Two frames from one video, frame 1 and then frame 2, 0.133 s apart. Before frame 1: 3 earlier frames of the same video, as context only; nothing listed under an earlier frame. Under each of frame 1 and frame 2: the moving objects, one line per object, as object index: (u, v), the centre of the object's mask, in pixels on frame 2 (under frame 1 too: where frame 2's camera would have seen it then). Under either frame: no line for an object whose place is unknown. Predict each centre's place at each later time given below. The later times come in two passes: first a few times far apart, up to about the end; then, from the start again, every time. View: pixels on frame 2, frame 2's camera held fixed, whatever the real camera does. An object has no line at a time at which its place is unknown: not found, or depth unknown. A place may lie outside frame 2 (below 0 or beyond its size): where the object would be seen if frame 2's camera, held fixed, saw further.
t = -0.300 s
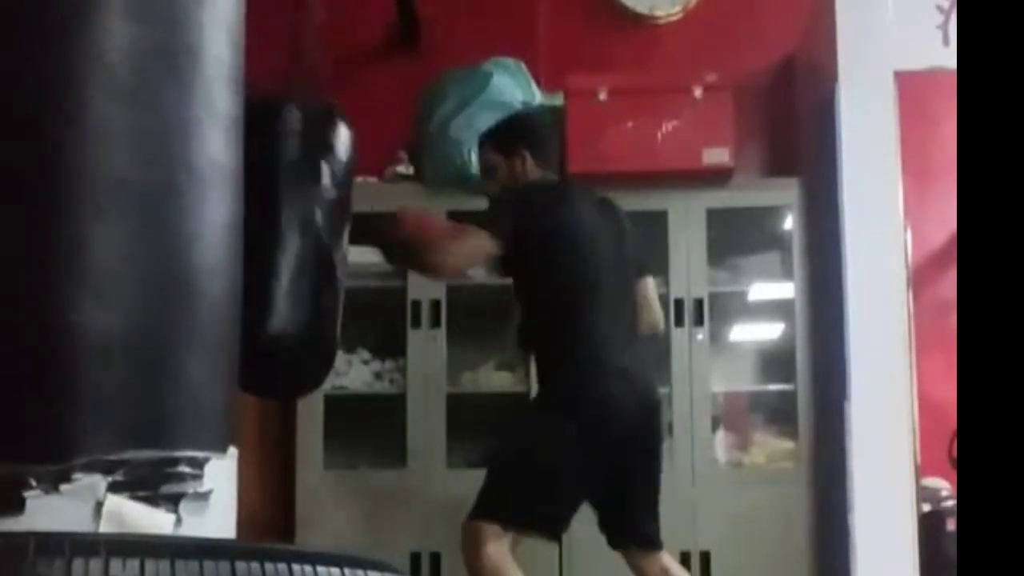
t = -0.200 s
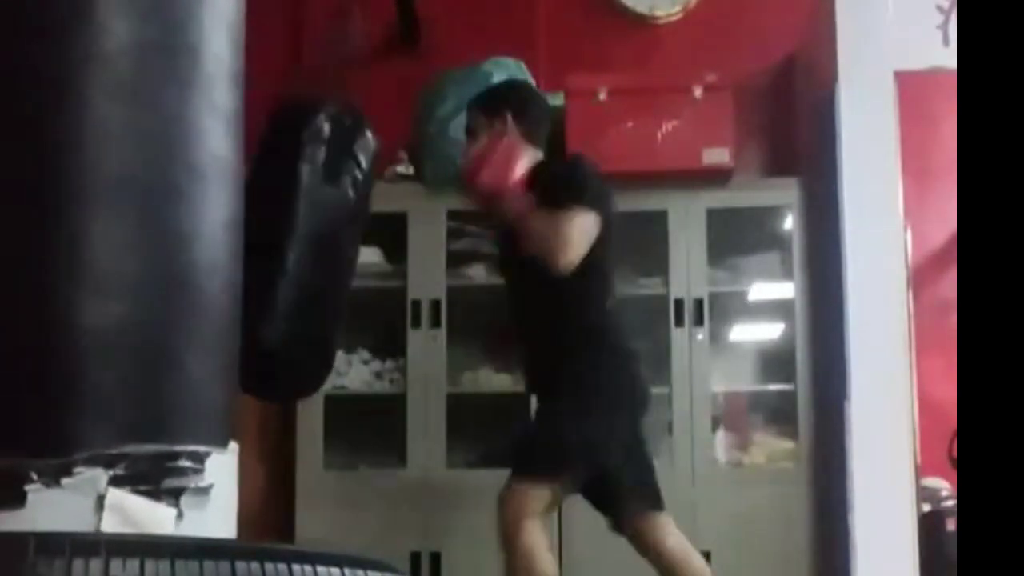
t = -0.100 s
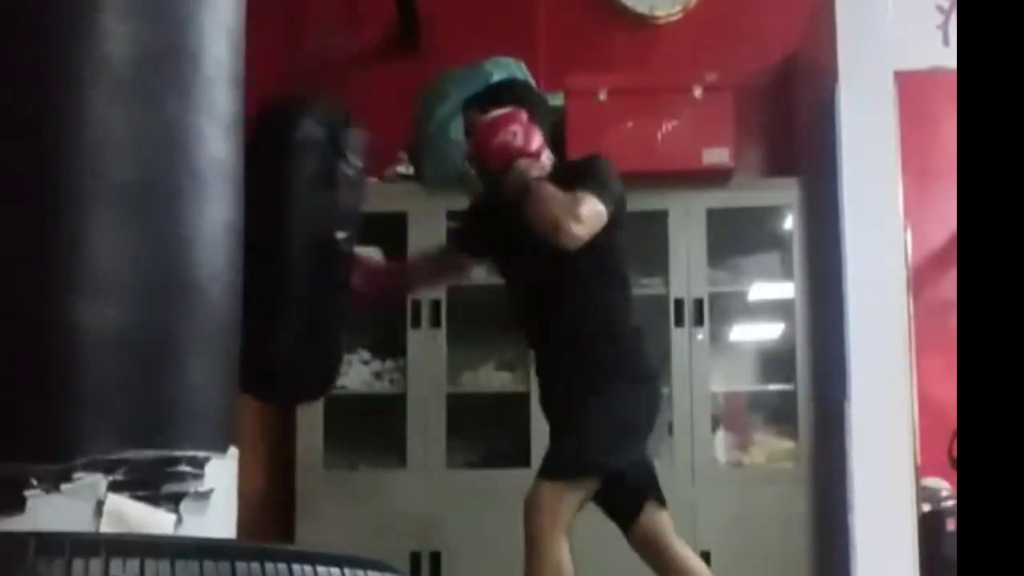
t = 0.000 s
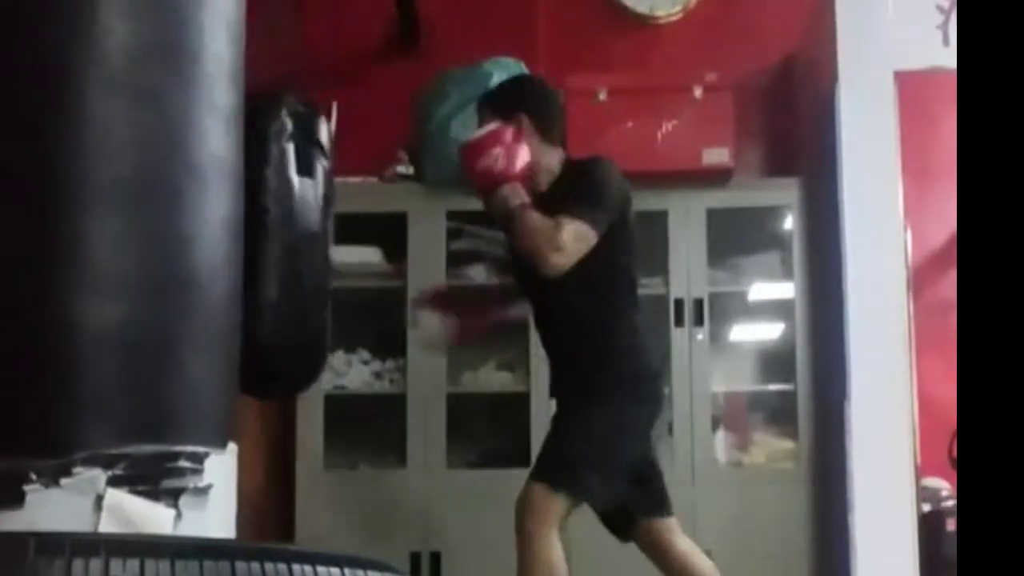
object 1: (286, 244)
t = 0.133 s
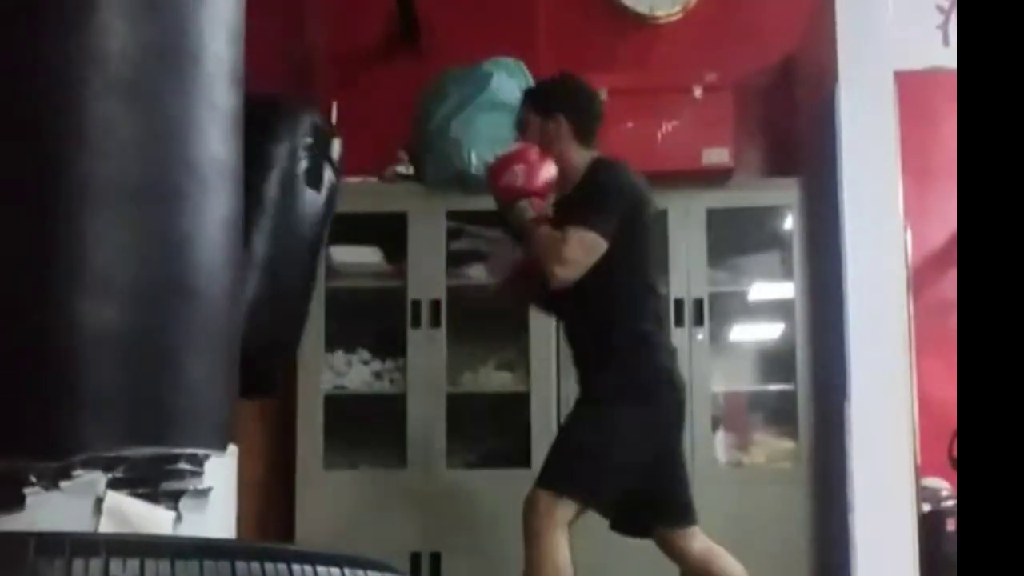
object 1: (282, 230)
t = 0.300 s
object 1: (280, 211)
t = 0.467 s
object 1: (282, 226)
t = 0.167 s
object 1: (284, 222)
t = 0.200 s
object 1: (285, 216)
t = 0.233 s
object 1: (283, 211)
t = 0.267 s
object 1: (282, 210)
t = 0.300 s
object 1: (280, 211)
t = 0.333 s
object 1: (278, 215)
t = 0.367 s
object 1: (278, 221)
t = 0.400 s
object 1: (276, 231)
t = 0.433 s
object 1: (279, 229)
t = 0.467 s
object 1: (282, 226)
